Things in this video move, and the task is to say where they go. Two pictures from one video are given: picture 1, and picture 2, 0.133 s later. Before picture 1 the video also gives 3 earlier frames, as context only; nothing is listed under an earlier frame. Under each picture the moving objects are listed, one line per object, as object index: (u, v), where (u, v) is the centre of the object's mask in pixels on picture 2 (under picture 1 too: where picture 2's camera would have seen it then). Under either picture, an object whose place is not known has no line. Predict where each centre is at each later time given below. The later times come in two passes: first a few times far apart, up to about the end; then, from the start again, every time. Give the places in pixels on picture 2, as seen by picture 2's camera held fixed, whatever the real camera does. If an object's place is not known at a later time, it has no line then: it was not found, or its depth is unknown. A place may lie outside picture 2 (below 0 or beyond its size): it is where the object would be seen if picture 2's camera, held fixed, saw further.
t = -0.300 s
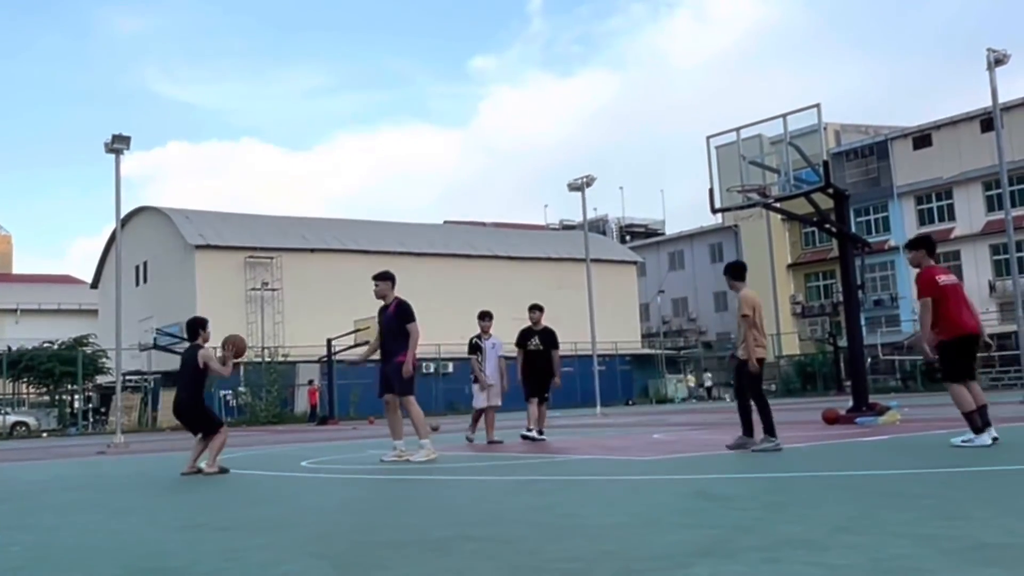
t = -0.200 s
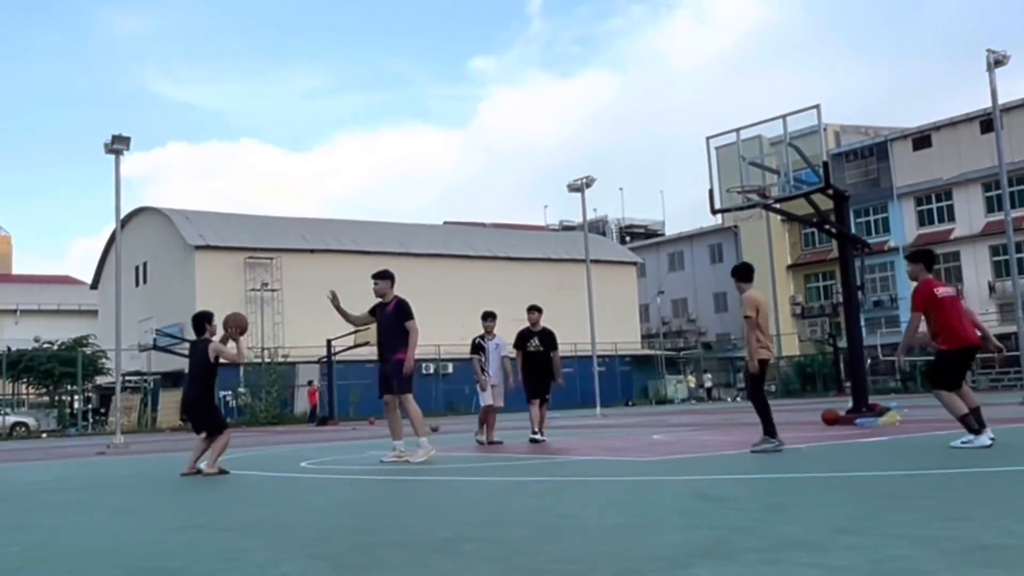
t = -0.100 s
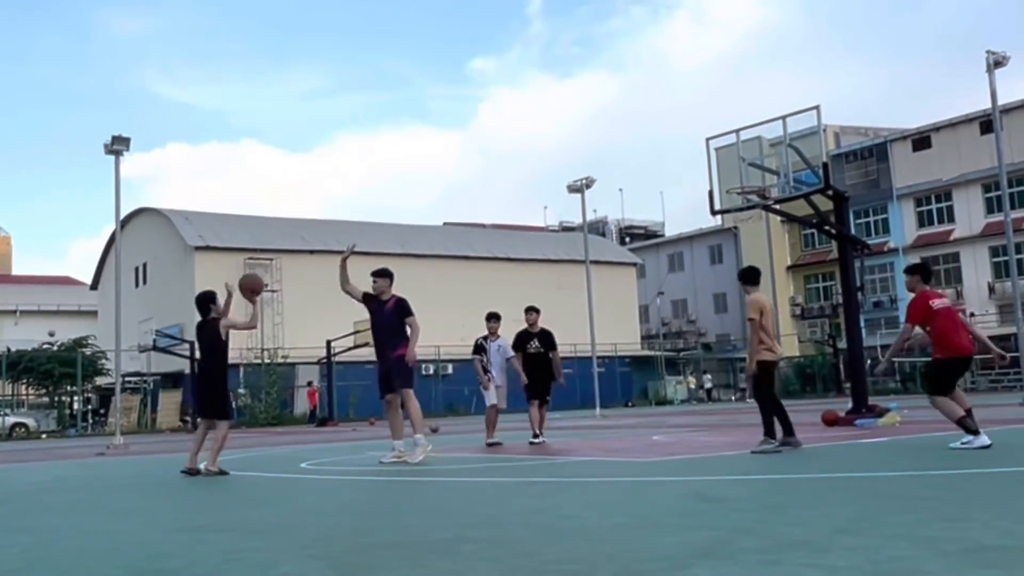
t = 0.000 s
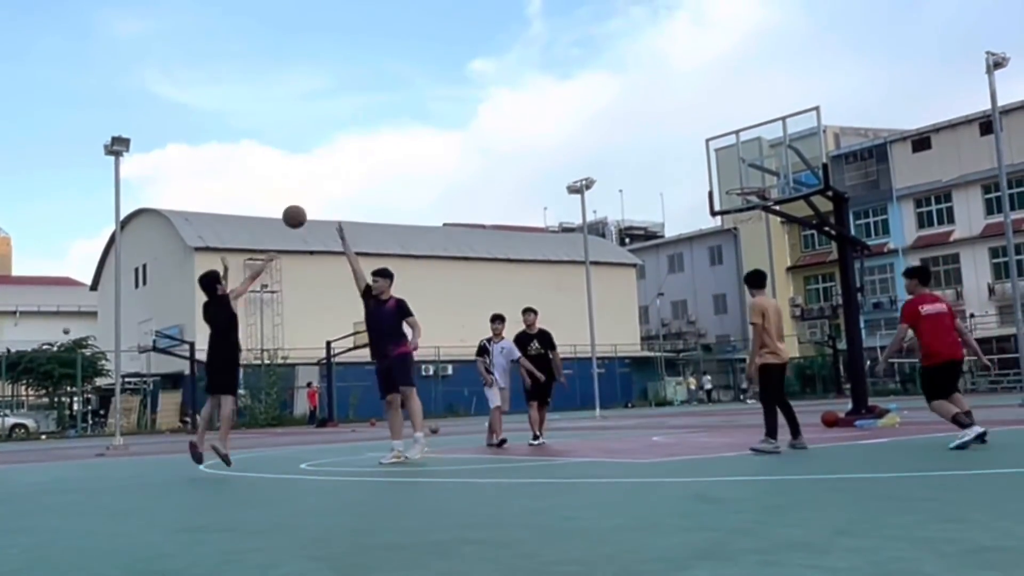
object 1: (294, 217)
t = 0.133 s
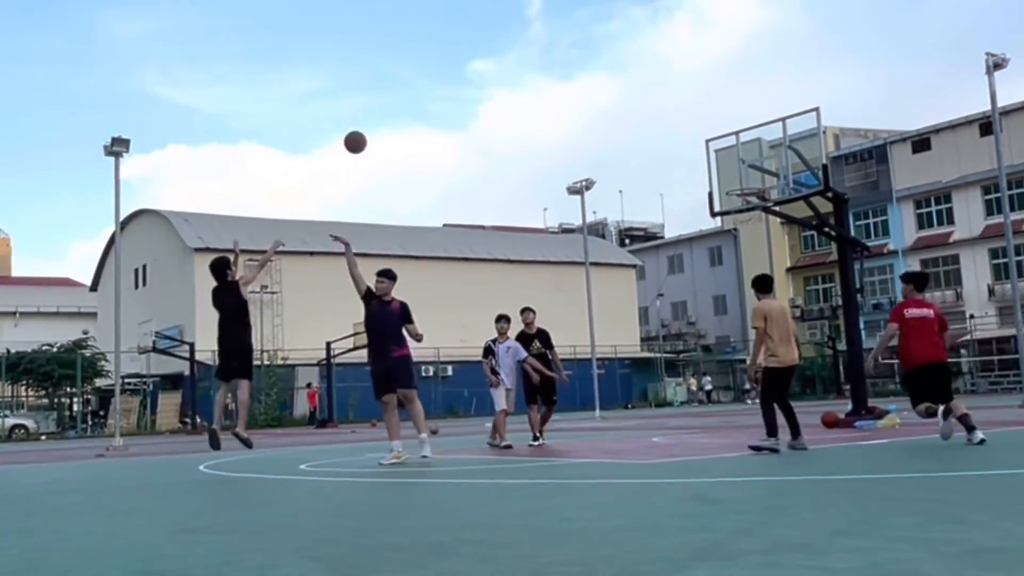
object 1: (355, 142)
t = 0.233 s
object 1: (398, 101)
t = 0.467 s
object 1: (489, 46)
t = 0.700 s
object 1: (574, 40)
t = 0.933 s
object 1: (653, 78)
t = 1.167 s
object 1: (730, 152)
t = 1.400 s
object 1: (750, 191)
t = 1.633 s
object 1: (733, 210)
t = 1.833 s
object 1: (720, 244)
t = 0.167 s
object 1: (370, 127)
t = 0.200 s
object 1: (384, 113)
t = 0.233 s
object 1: (398, 101)
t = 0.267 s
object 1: (411, 90)
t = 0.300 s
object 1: (425, 79)
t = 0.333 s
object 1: (438, 71)
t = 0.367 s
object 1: (451, 63)
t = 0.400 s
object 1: (464, 56)
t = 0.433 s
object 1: (477, 51)
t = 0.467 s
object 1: (489, 46)
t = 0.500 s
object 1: (502, 43)
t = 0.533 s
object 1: (515, 40)
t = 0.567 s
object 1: (527, 38)
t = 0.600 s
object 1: (539, 38)
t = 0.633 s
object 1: (551, 38)
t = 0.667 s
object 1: (562, 39)
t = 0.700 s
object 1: (574, 40)
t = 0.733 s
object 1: (586, 43)
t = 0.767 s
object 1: (597, 47)
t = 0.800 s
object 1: (609, 51)
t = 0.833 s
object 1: (620, 57)
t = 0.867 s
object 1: (631, 63)
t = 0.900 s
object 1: (642, 70)
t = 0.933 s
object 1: (653, 78)
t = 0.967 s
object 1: (664, 86)
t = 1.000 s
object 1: (675, 95)
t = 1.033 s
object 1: (686, 105)
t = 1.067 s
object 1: (697, 116)
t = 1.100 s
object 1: (708, 127)
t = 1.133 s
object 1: (719, 139)
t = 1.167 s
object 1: (730, 152)
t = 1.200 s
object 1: (740, 165)
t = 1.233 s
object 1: (750, 179)
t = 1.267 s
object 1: (753, 189)
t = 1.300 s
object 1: (739, 192)
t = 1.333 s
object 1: (739, 192)
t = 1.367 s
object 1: (745, 191)
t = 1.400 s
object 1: (750, 191)
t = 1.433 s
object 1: (751, 191)
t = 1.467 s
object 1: (752, 192)
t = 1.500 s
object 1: (749, 194)
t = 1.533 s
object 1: (745, 197)
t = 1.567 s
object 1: (741, 201)
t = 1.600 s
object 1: (738, 204)
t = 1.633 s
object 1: (733, 210)
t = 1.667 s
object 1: (730, 214)
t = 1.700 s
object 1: (728, 219)
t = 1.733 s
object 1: (726, 223)
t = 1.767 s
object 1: (724, 229)
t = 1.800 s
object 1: (722, 236)
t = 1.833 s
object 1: (720, 244)
